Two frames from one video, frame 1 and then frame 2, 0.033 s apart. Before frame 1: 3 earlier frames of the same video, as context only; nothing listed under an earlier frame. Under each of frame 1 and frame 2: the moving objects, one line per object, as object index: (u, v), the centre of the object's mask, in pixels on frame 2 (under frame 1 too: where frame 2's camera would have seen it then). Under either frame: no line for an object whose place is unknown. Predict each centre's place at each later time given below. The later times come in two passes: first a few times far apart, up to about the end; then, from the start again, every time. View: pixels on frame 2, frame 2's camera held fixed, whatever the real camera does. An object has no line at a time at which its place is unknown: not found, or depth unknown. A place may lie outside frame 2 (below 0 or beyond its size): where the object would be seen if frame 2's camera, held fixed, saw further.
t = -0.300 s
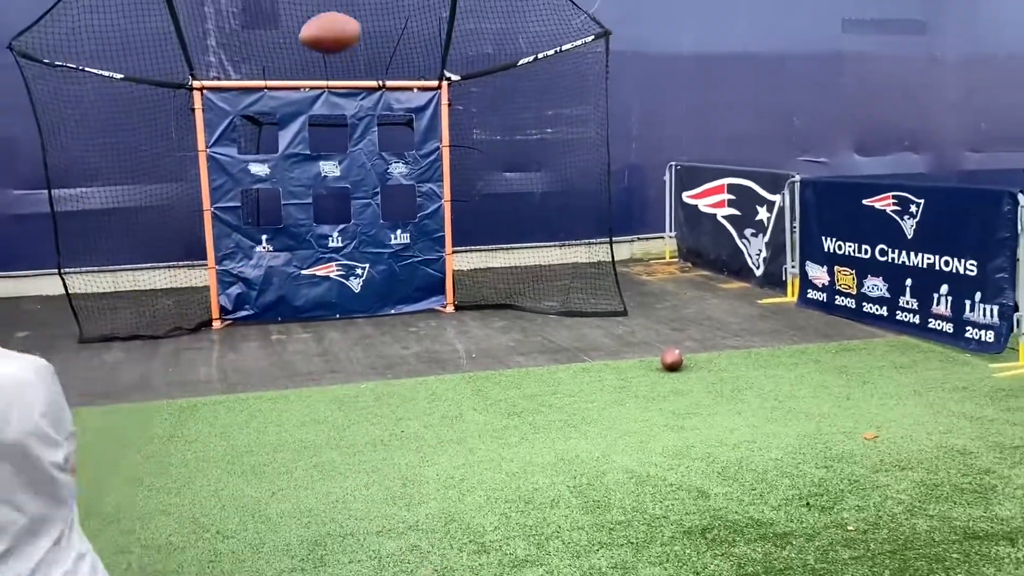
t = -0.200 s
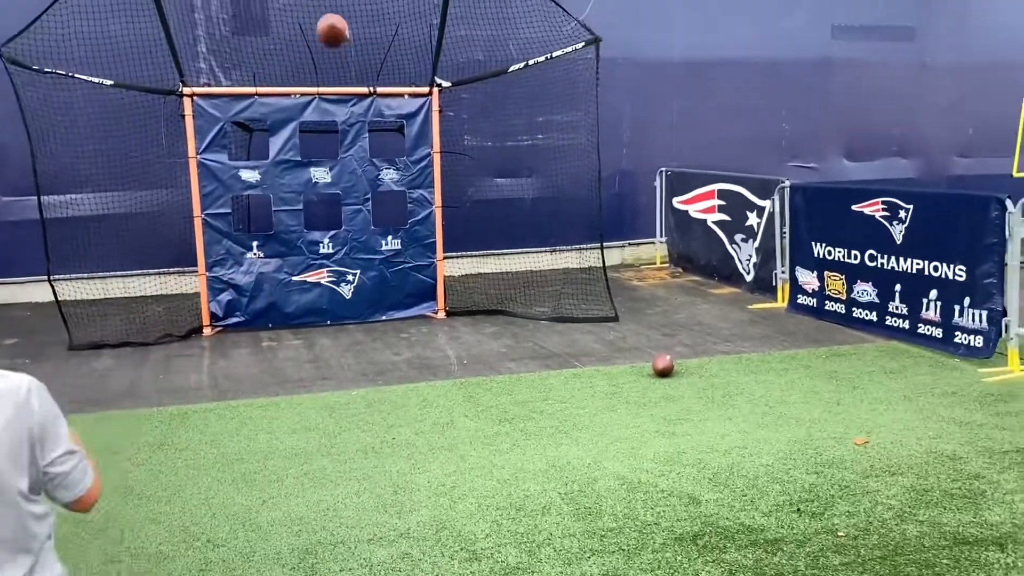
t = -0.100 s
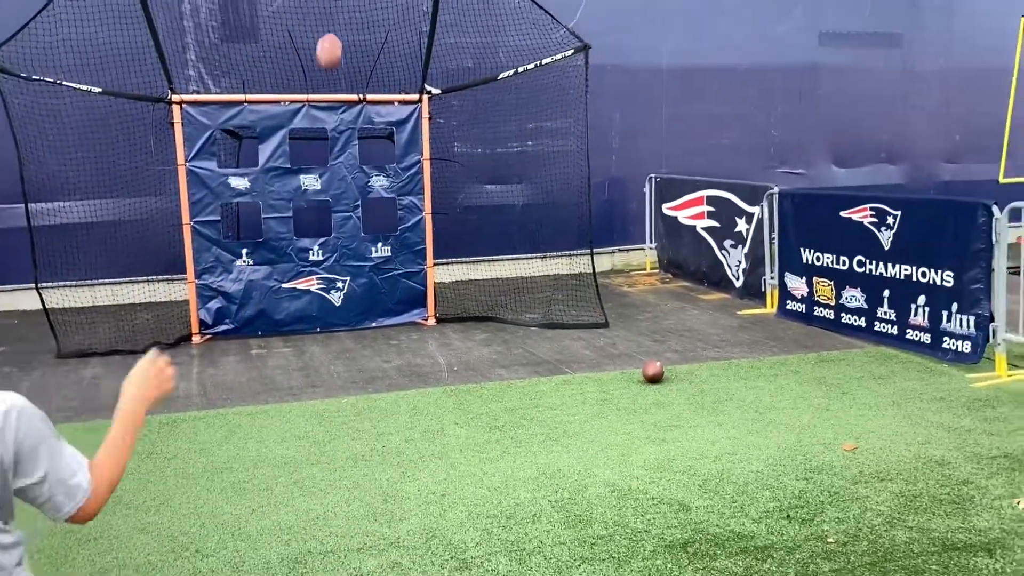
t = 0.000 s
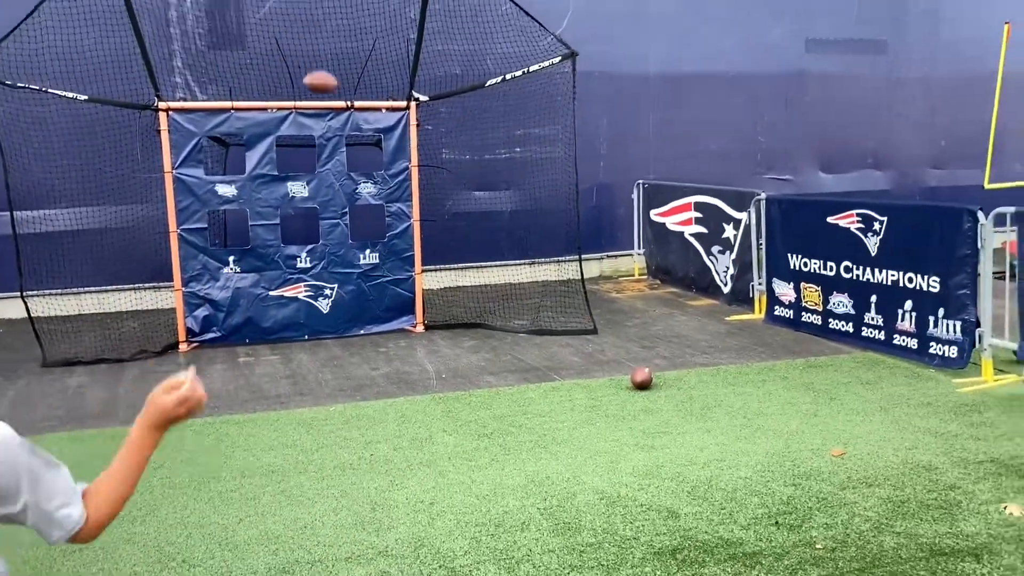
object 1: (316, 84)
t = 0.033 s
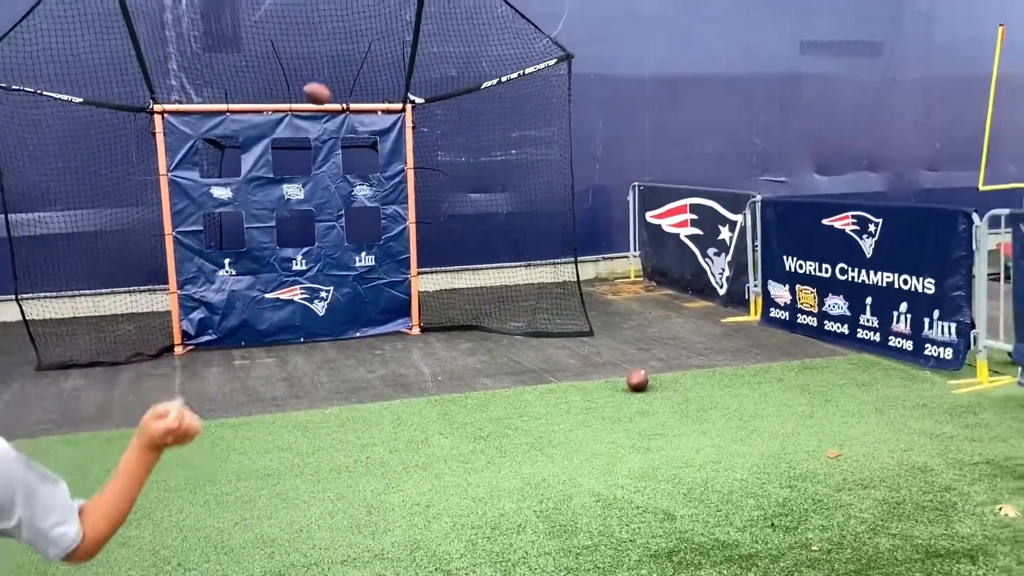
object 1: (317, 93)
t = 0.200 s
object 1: (325, 151)
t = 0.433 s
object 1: (348, 242)
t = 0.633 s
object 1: (356, 321)
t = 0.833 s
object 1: (313, 274)
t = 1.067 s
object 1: (262, 284)
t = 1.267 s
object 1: (220, 353)
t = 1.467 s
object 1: (222, 329)
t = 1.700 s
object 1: (236, 344)
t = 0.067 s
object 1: (319, 103)
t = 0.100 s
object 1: (320, 115)
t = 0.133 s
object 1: (322, 126)
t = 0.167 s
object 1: (324, 138)
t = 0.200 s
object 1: (325, 151)
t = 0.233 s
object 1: (327, 161)
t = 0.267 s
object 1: (329, 171)
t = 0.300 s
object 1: (333, 183)
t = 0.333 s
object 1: (337, 195)
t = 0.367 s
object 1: (340, 209)
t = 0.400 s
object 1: (344, 224)
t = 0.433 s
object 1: (348, 242)
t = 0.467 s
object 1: (352, 260)
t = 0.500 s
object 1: (356, 282)
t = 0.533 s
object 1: (360, 302)
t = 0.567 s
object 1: (363, 323)
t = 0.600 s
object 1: (364, 334)
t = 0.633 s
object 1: (356, 321)
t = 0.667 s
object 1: (349, 310)
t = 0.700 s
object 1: (343, 300)
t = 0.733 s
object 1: (335, 292)
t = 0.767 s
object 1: (327, 285)
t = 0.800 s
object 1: (320, 279)
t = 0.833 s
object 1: (313, 274)
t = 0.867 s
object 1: (305, 272)
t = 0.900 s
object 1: (299, 271)
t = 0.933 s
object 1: (291, 270)
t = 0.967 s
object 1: (284, 271)
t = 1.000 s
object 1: (276, 274)
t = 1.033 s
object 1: (269, 278)
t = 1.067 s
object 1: (262, 284)
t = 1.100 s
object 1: (255, 292)
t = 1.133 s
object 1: (248, 302)
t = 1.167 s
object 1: (240, 311)
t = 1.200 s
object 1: (233, 323)
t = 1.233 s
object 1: (227, 338)
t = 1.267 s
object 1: (220, 353)
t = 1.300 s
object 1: (215, 366)
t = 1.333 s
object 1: (216, 355)
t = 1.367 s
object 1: (217, 347)
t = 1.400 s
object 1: (220, 339)
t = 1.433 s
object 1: (222, 334)
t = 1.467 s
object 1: (222, 329)
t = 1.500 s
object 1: (224, 327)
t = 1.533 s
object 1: (225, 326)
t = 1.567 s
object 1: (228, 326)
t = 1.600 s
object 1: (230, 329)
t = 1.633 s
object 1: (233, 332)
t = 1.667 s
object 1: (234, 337)
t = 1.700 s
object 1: (236, 344)
